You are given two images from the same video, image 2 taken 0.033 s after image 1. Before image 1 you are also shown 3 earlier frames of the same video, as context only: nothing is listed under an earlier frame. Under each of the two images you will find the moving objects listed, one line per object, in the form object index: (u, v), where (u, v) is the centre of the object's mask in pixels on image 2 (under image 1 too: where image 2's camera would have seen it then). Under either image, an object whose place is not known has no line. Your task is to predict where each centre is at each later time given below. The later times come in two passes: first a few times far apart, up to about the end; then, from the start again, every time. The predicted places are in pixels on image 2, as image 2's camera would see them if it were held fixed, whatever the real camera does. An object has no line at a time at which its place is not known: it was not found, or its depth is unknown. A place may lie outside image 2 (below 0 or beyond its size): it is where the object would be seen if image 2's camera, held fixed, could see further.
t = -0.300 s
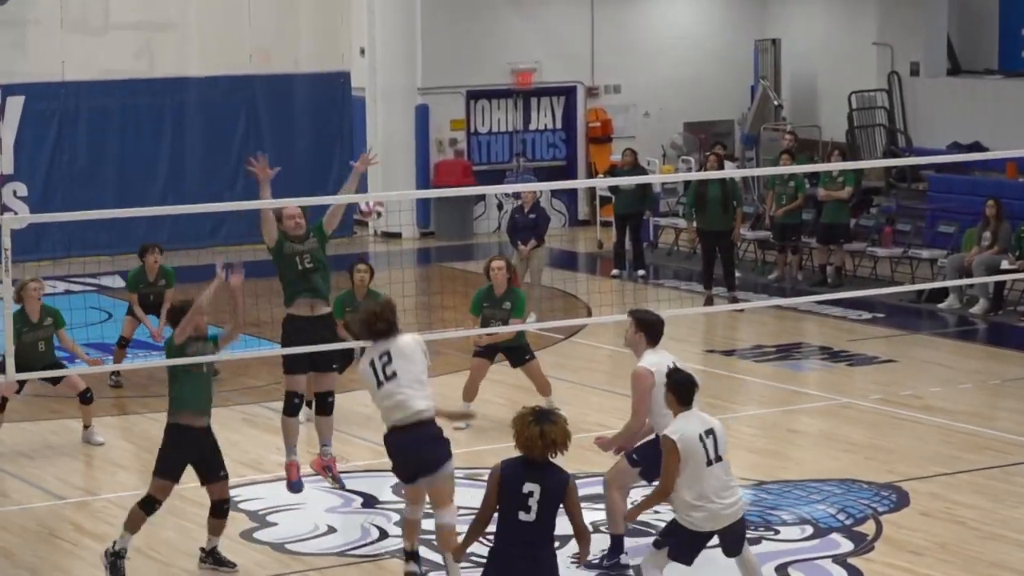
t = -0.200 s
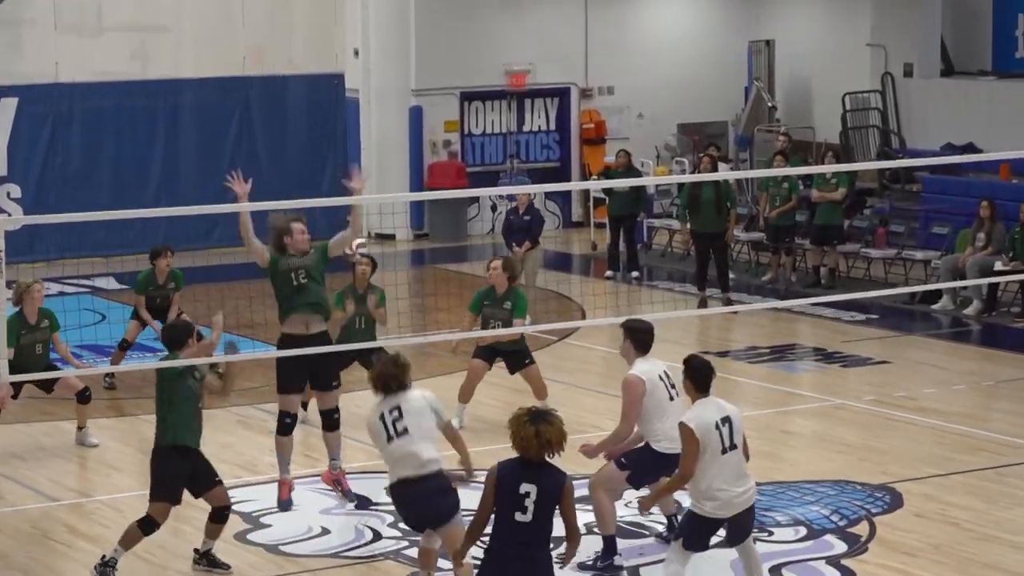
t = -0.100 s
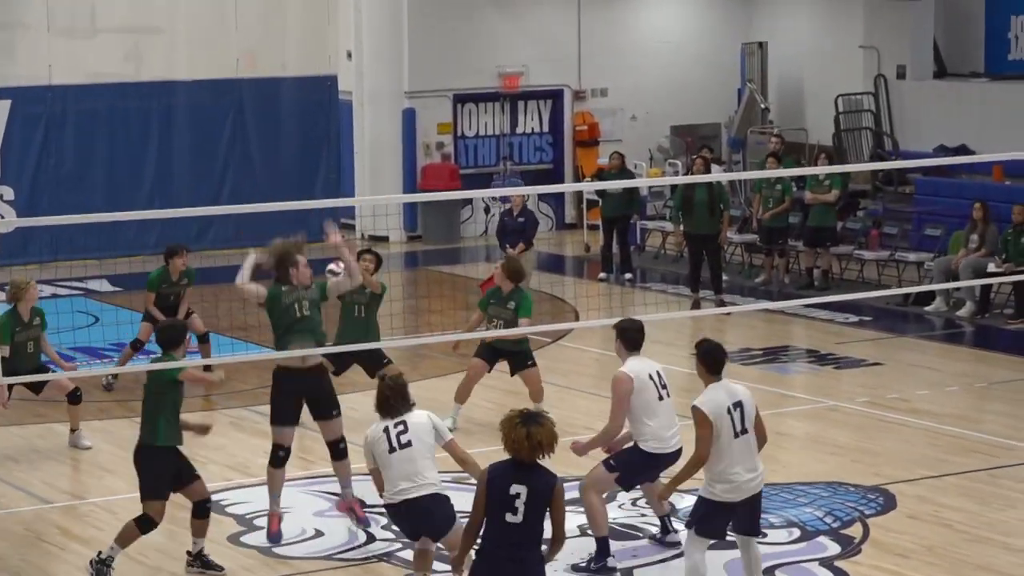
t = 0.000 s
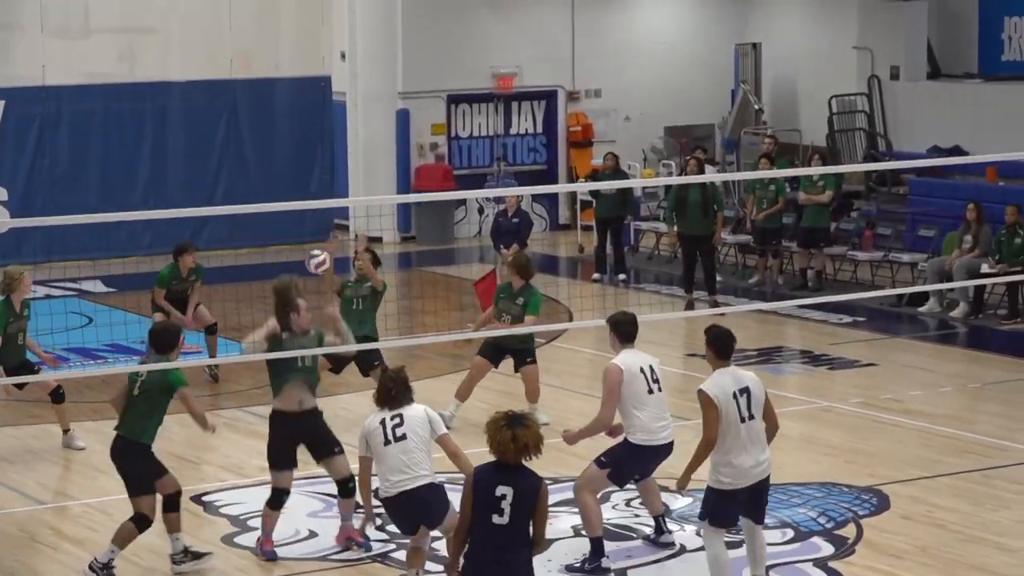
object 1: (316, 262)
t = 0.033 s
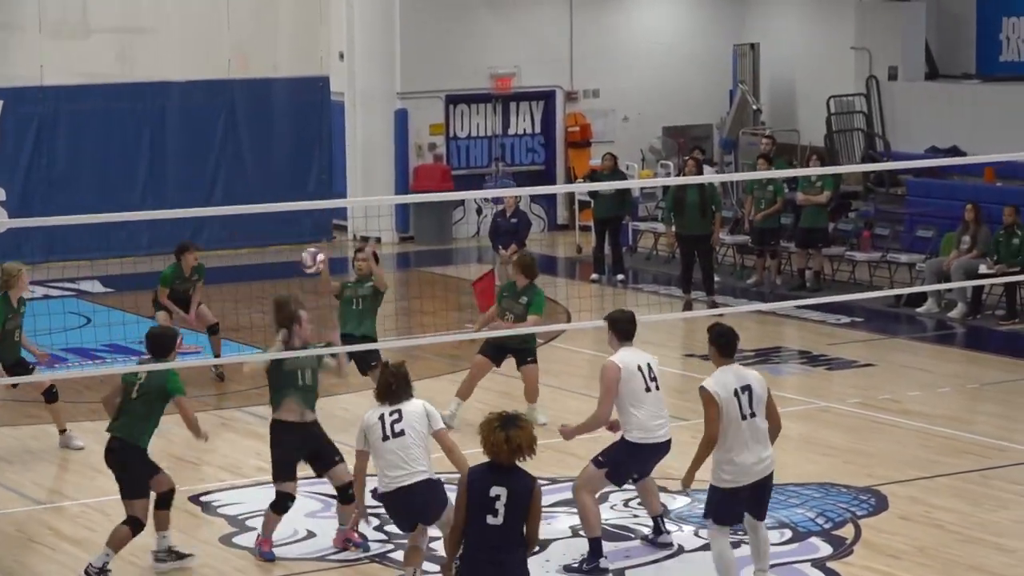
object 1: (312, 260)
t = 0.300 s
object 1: (275, 300)
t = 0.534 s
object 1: (240, 414)
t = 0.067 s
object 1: (307, 261)
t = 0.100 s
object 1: (303, 263)
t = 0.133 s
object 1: (299, 265)
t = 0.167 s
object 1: (293, 268)
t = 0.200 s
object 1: (289, 274)
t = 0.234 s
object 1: (285, 281)
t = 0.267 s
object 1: (280, 289)
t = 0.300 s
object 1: (275, 300)
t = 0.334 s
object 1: (271, 311)
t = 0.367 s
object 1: (266, 324)
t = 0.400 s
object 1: (262, 338)
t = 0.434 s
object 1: (258, 353)
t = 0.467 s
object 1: (251, 375)
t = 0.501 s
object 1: (247, 392)
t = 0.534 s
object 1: (240, 414)
